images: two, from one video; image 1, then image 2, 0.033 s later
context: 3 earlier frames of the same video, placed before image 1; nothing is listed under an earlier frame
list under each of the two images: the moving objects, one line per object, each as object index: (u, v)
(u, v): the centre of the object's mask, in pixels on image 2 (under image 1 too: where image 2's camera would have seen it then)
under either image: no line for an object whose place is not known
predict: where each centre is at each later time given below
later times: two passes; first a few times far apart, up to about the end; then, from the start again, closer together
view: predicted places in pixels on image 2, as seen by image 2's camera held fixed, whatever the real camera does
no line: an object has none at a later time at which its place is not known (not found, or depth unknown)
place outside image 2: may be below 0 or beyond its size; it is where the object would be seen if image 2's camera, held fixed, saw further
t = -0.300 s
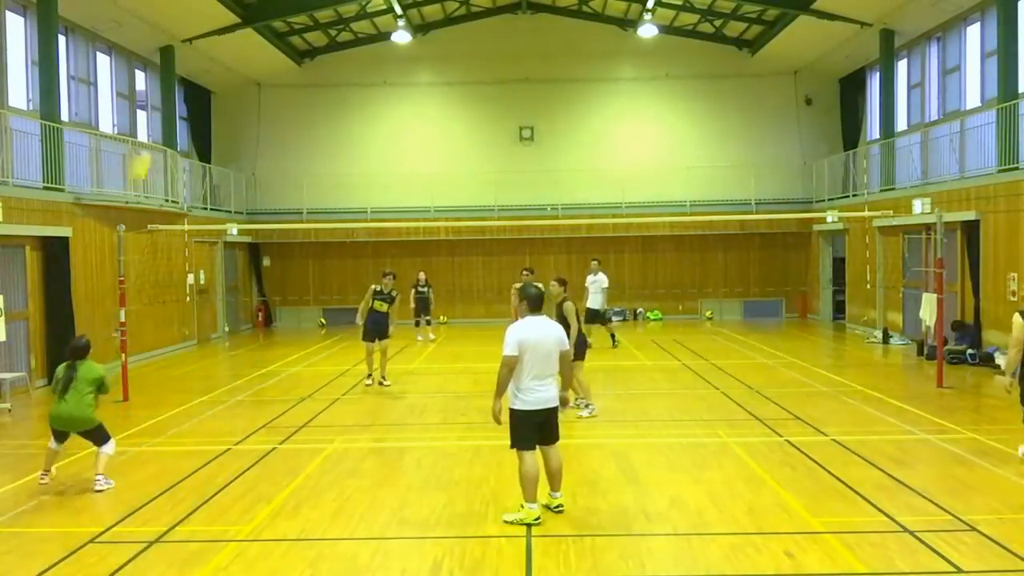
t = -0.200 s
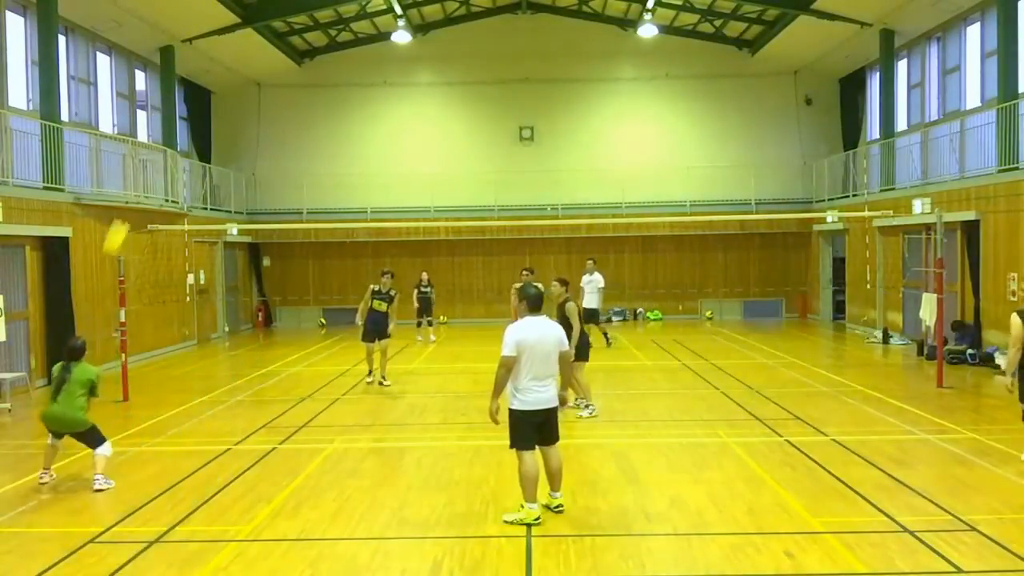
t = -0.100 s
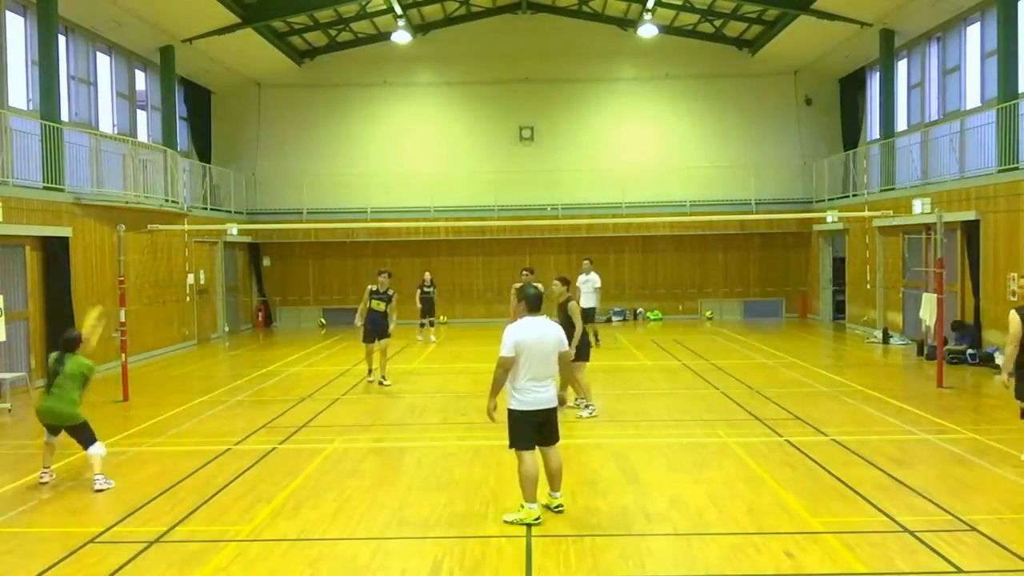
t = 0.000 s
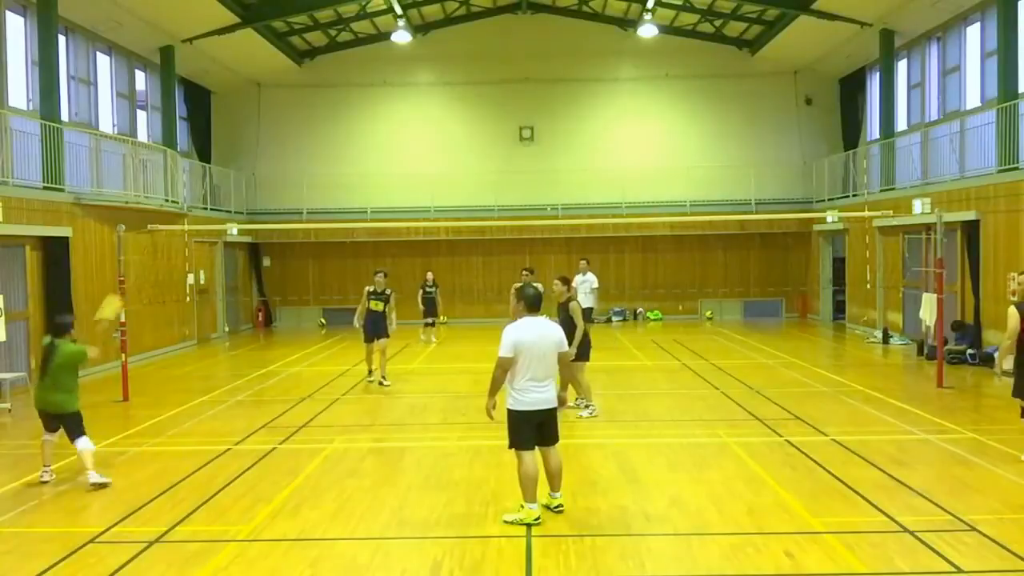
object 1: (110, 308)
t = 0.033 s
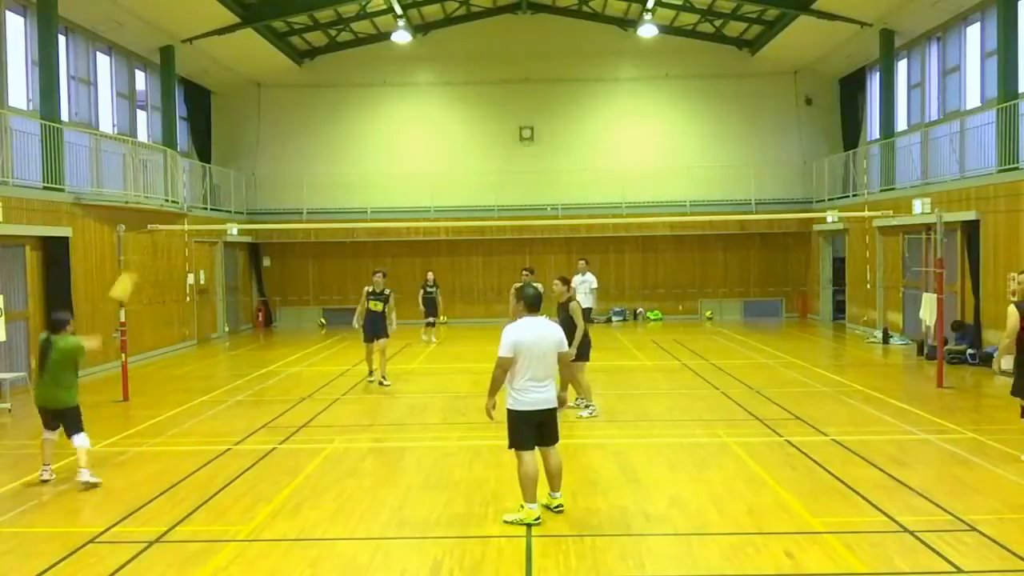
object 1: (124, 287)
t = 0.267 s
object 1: (207, 174)
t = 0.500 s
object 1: (289, 119)
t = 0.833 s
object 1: (396, 141)
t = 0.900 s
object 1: (418, 159)
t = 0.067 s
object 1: (137, 267)
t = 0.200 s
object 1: (185, 200)
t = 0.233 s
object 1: (196, 185)
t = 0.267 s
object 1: (207, 174)
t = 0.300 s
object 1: (219, 160)
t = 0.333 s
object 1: (230, 151)
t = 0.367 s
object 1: (242, 141)
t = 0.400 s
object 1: (256, 135)
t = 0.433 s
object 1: (268, 128)
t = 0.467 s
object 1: (279, 123)
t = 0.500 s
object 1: (289, 119)
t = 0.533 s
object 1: (299, 116)
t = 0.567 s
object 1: (309, 114)
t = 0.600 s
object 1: (321, 113)
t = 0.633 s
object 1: (332, 114)
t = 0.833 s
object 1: (396, 141)
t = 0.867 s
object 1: (408, 150)
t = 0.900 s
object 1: (418, 159)
